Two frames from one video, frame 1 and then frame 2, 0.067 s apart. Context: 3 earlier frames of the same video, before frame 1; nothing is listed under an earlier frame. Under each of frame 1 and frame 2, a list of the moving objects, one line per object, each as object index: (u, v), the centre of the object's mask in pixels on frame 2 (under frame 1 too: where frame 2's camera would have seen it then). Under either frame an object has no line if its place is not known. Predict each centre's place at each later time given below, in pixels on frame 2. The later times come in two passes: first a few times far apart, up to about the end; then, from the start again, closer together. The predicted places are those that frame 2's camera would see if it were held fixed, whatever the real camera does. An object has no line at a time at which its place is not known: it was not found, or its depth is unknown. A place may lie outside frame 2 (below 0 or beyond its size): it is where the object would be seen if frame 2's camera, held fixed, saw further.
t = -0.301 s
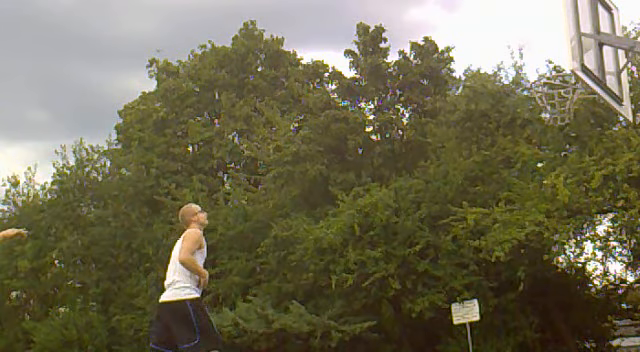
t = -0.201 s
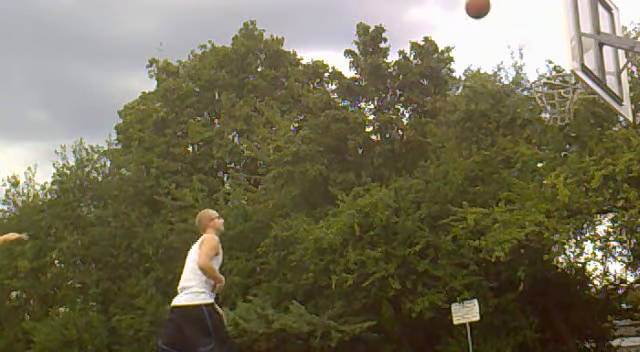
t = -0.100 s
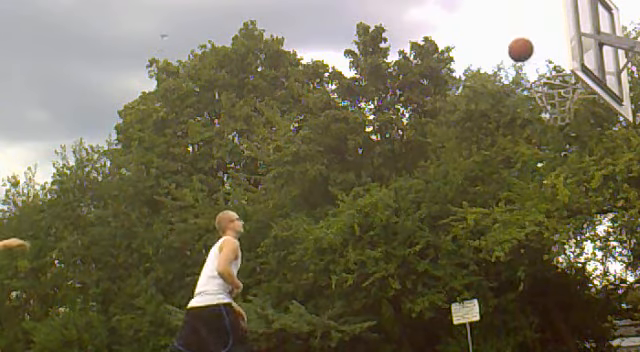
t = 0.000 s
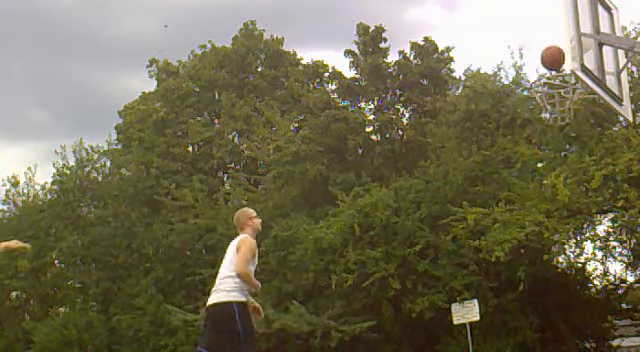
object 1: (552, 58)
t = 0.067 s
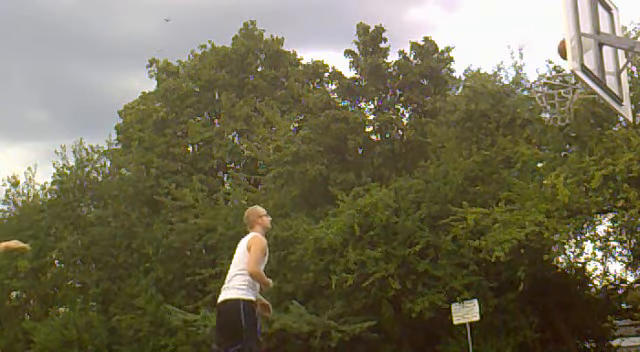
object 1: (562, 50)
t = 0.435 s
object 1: (566, 74)
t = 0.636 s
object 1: (556, 131)
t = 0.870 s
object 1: (544, 240)
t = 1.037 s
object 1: (539, 340)
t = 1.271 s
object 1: (537, 324)
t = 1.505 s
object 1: (541, 246)
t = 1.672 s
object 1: (546, 225)
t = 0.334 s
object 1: (566, 57)
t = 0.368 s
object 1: (565, 60)
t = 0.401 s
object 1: (563, 65)
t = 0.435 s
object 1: (566, 74)
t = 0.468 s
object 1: (566, 77)
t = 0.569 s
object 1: (560, 107)
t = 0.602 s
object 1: (559, 117)
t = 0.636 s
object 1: (556, 131)
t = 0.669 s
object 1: (554, 144)
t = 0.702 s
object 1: (551, 157)
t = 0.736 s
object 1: (550, 172)
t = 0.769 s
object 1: (549, 187)
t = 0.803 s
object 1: (547, 204)
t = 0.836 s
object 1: (547, 221)
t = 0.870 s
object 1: (544, 240)
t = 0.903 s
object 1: (543, 258)
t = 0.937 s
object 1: (542, 277)
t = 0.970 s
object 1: (540, 297)
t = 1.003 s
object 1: (539, 318)
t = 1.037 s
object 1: (539, 340)
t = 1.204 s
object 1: (536, 348)
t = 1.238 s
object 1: (537, 340)
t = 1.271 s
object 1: (537, 324)
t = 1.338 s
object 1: (539, 295)
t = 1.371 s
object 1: (539, 283)
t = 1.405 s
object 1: (540, 273)
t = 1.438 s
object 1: (540, 262)
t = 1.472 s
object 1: (541, 255)
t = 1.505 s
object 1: (541, 246)
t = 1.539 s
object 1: (543, 240)
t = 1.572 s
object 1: (544, 235)
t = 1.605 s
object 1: (545, 233)
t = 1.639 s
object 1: (546, 228)
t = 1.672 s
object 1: (546, 225)
